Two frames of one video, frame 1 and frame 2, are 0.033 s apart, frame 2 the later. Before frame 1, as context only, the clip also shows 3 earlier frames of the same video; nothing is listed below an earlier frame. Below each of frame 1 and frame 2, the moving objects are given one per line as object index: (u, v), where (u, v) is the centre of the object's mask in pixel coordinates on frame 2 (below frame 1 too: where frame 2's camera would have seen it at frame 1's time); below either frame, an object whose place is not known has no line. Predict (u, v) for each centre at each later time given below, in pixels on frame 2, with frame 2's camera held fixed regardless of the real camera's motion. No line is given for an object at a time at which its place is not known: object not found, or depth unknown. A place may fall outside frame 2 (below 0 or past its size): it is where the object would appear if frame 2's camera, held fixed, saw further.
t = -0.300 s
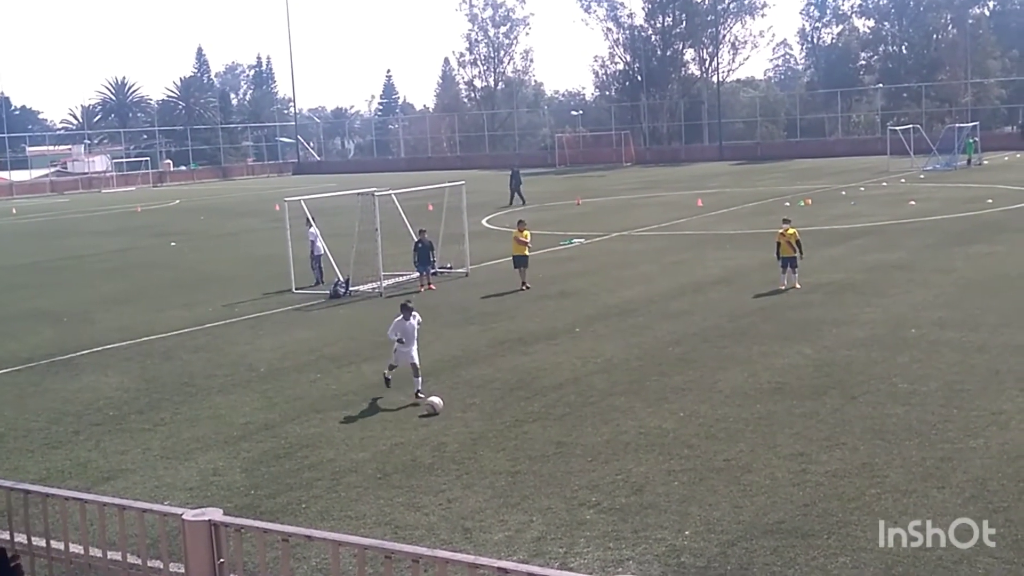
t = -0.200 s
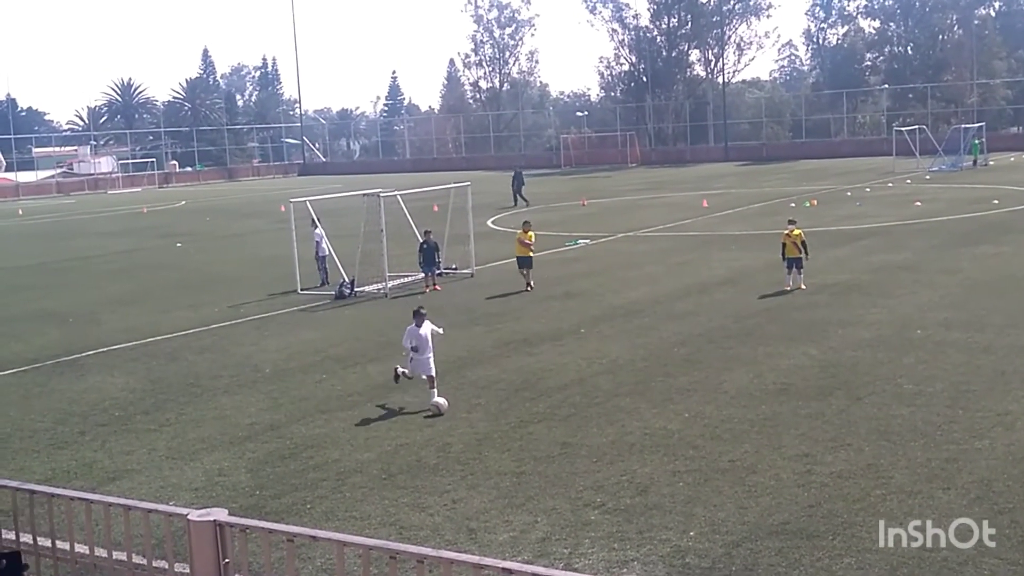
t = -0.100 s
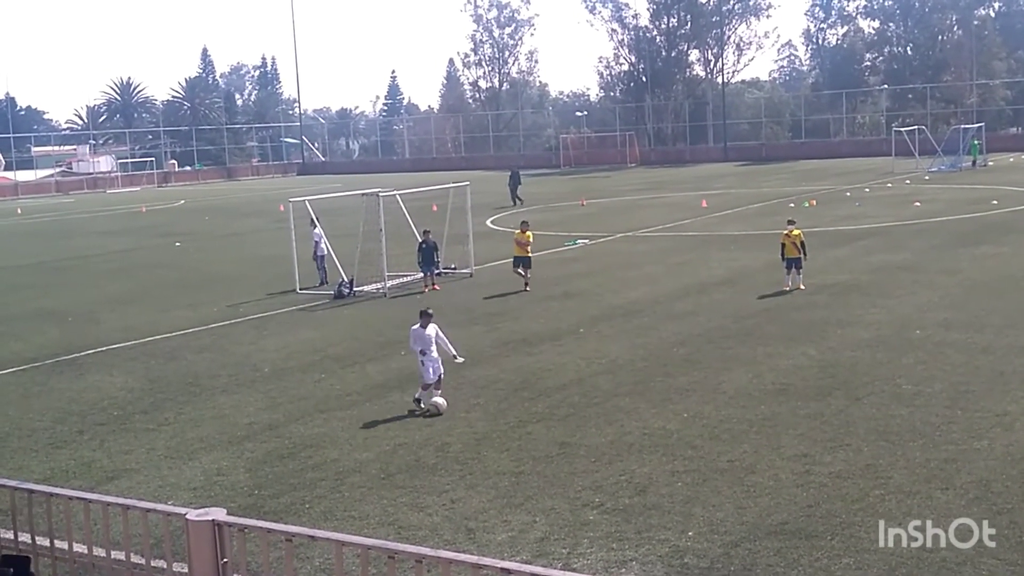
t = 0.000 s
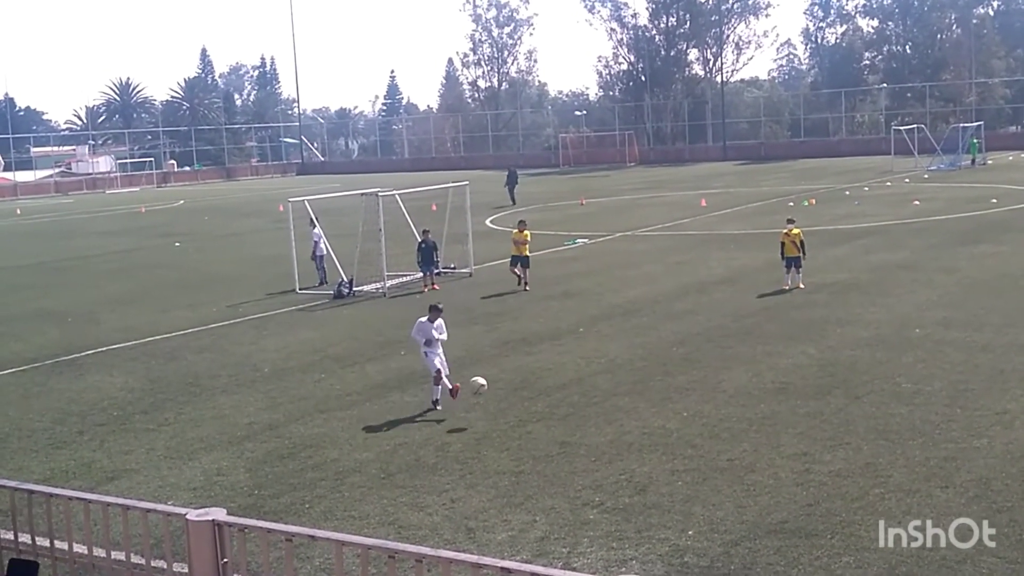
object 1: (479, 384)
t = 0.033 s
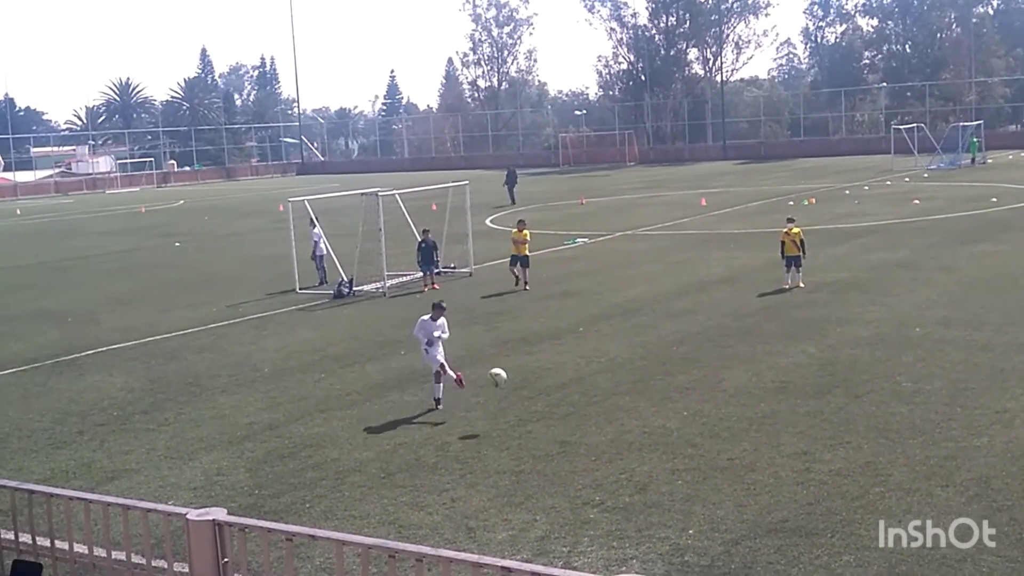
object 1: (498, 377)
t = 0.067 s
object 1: (517, 368)
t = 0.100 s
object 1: (537, 361)
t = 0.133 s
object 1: (558, 355)
